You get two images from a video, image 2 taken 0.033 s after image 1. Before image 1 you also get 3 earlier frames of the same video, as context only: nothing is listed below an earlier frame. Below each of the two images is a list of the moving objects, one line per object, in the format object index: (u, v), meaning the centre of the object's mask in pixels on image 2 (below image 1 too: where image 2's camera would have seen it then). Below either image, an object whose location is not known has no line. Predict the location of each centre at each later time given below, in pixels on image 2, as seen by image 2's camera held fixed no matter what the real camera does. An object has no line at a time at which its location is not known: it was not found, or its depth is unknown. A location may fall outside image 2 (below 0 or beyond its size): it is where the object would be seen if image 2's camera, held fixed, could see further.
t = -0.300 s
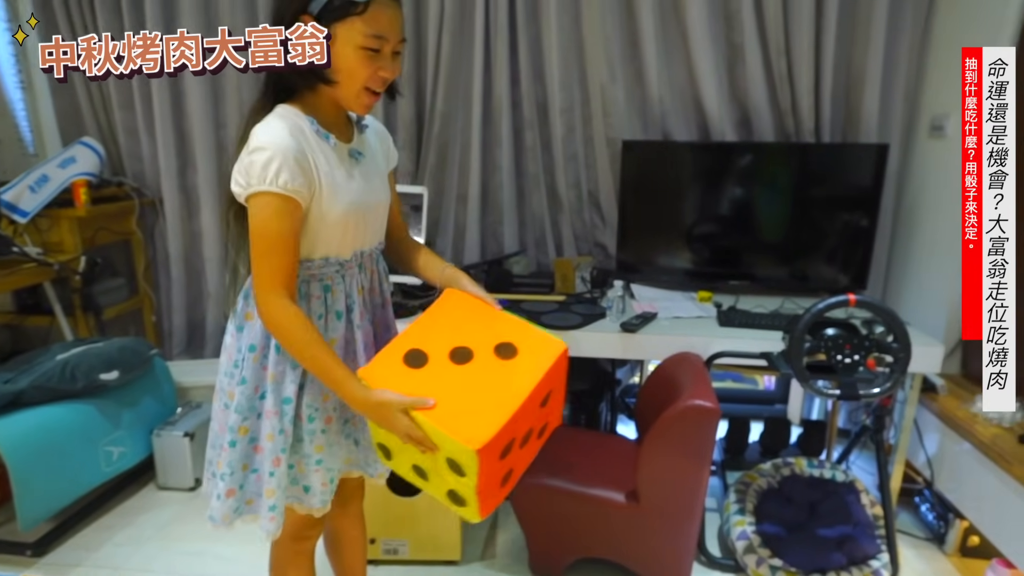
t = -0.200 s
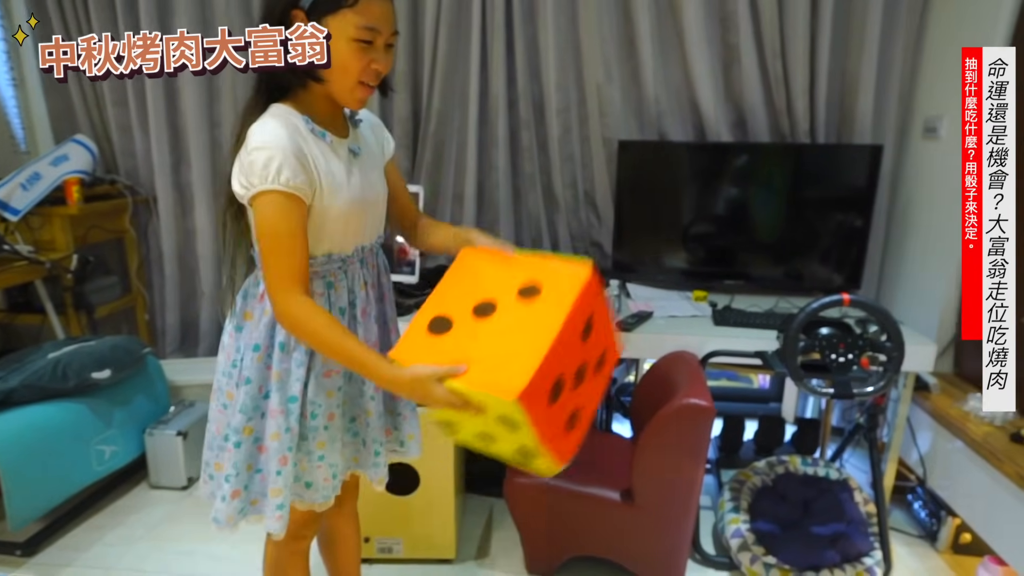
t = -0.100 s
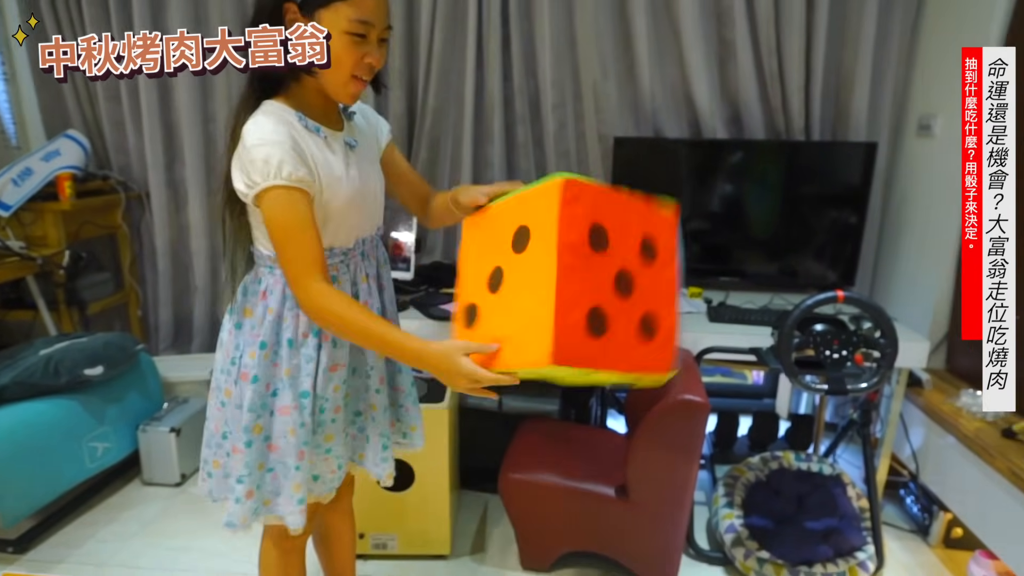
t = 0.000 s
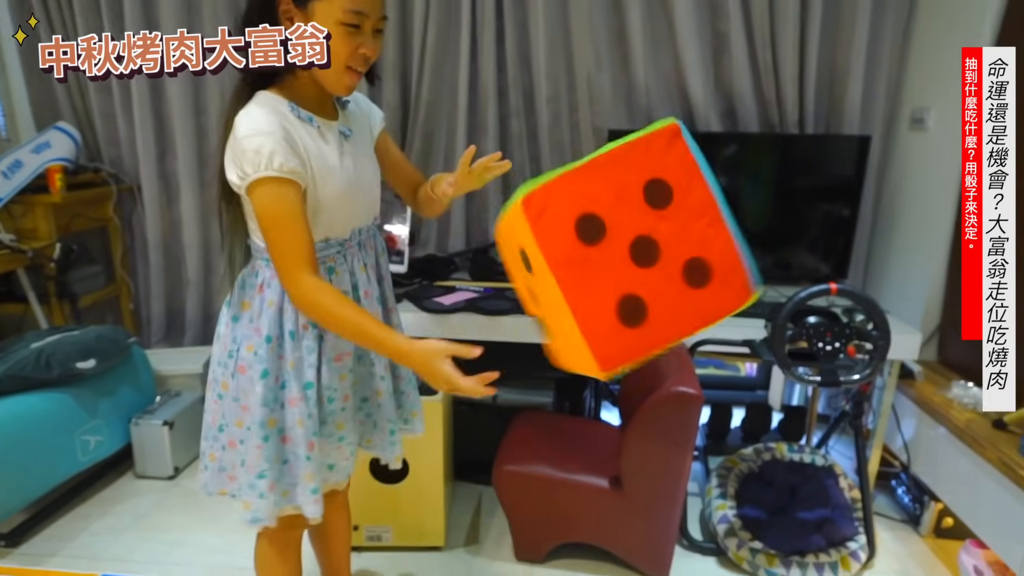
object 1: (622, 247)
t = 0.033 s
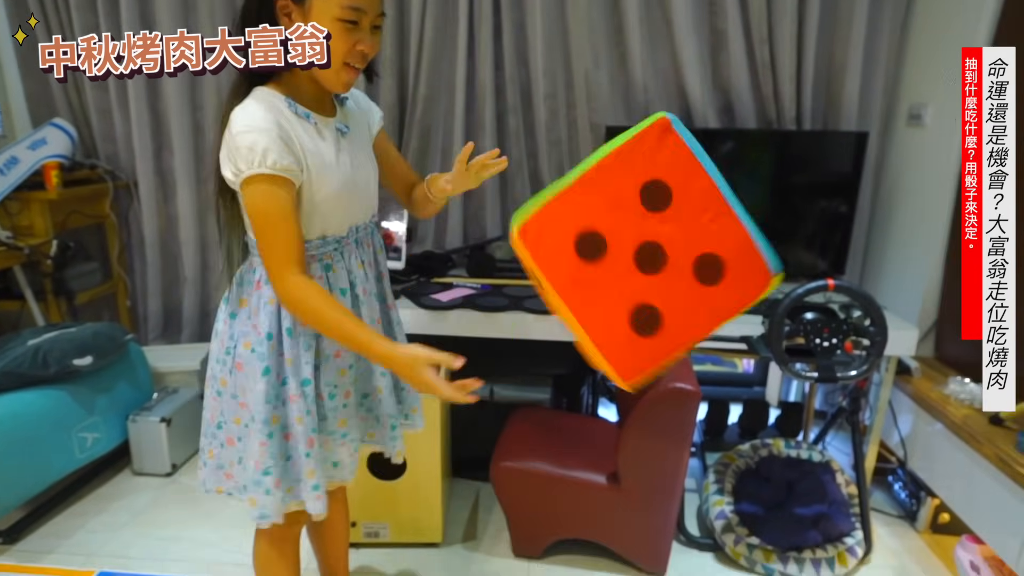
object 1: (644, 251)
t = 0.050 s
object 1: (652, 256)
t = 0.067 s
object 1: (659, 264)
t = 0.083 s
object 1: (667, 275)
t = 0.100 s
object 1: (677, 285)
